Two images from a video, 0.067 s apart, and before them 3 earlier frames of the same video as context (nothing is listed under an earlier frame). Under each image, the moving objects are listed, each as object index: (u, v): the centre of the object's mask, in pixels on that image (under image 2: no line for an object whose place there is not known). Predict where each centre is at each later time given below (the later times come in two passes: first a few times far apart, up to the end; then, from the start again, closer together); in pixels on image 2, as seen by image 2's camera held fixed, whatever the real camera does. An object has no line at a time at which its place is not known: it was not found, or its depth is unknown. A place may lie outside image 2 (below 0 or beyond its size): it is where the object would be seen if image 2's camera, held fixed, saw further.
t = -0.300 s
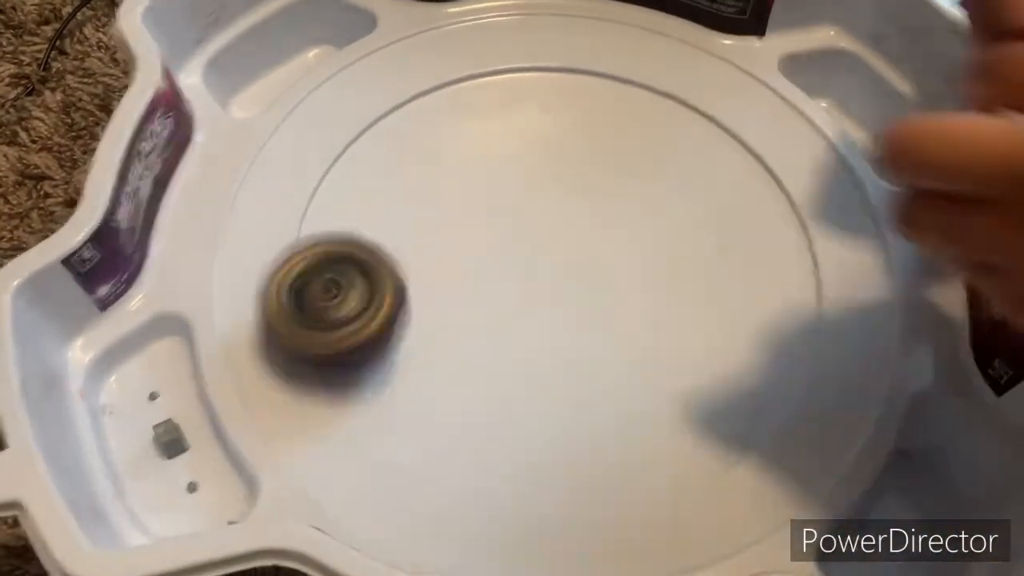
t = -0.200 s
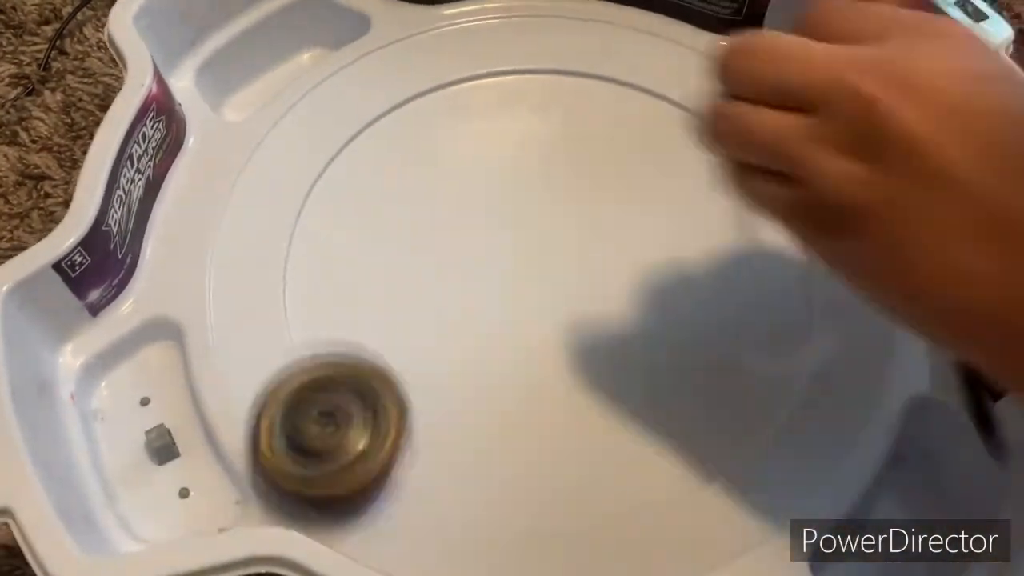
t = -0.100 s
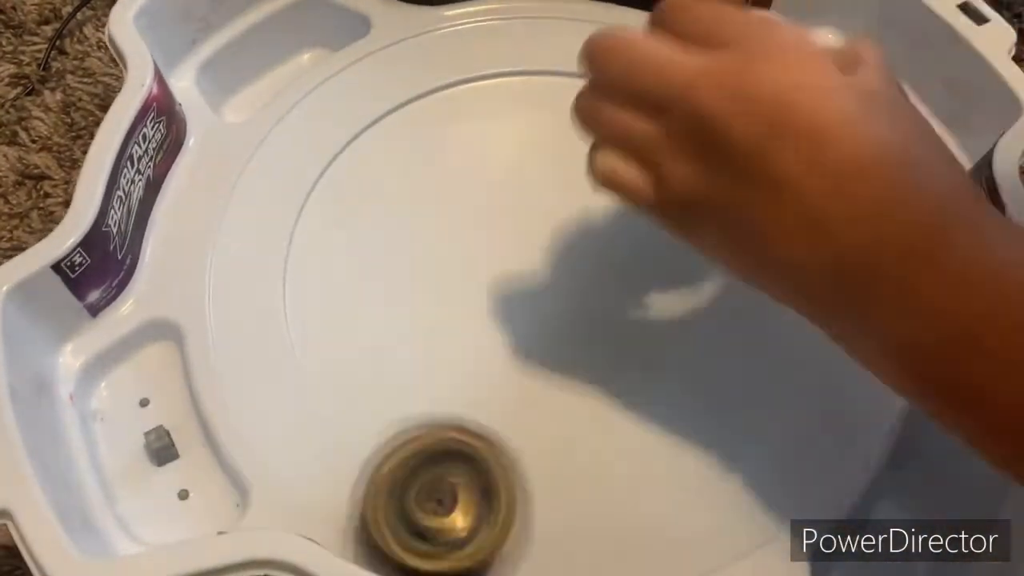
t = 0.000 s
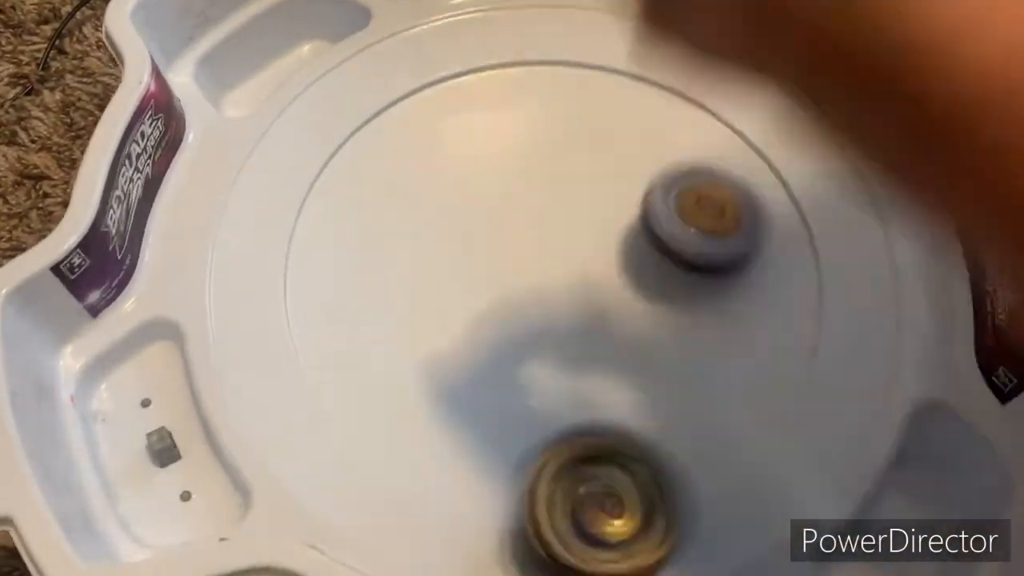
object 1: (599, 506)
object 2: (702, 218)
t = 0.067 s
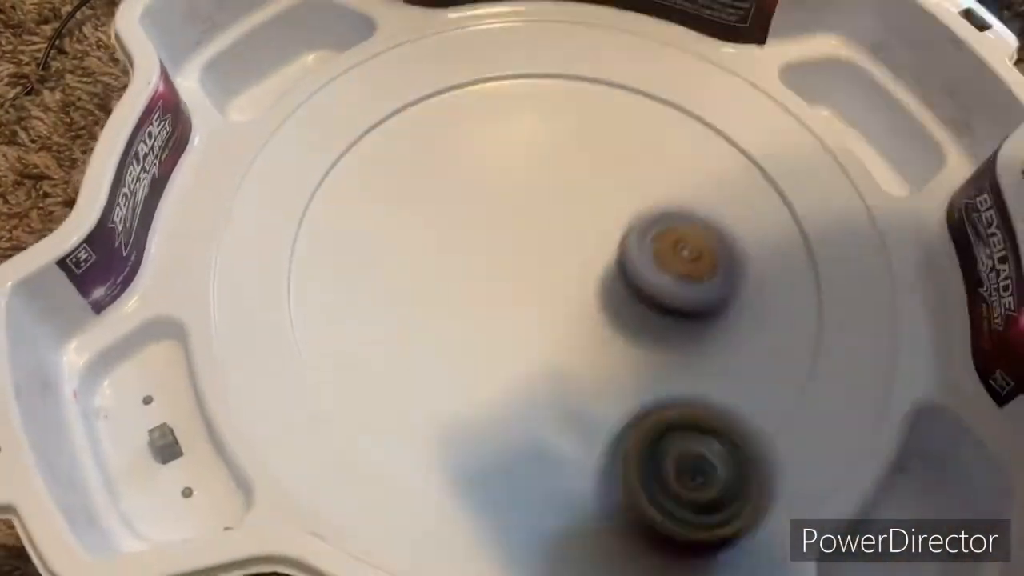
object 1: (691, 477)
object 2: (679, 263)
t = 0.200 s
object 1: (783, 331)
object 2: (602, 349)
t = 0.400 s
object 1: (638, 112)
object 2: (440, 438)
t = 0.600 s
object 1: (388, 180)
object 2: (361, 328)
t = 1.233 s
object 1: (498, 271)
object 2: (660, 248)
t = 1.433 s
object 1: (540, 294)
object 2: (769, 154)
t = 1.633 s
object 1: (609, 291)
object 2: (726, 237)
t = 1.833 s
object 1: (567, 313)
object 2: (710, 318)
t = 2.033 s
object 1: (472, 325)
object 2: (661, 385)
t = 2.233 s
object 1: (412, 314)
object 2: (544, 400)
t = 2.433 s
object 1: (311, 257)
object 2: (612, 330)
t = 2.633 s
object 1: (404, 273)
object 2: (687, 282)
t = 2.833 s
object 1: (504, 284)
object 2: (732, 303)
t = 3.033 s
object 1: (529, 234)
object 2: (724, 333)
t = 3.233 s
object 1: (497, 216)
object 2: (628, 281)
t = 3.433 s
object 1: (423, 225)
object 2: (632, 175)
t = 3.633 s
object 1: (420, 251)
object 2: (653, 124)
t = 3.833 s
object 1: (474, 272)
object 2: (650, 138)
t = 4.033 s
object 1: (561, 289)
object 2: (574, 174)
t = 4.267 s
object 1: (660, 315)
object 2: (499, 125)
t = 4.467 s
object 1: (686, 302)
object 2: (497, 143)
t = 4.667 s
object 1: (656, 287)
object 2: (472, 227)
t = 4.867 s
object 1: (578, 261)
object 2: (420, 294)
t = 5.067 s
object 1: (495, 247)
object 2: (378, 310)
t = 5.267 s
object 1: (465, 225)
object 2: (397, 327)
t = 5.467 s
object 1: (471, 207)
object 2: (500, 350)
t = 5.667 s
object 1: (507, 214)
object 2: (601, 374)
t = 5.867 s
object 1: (569, 235)
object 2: (662, 385)
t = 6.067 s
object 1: (621, 254)
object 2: (676, 377)
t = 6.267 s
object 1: (618, 247)
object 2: (663, 362)
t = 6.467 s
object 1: (580, 237)
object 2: (643, 344)
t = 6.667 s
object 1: (444, 181)
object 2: (690, 357)
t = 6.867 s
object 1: (363, 205)
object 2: (647, 328)
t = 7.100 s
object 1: (386, 269)
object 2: (610, 240)
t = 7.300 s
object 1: (506, 311)
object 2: (605, 178)
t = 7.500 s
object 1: (638, 288)
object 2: (604, 161)
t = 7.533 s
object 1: (656, 277)
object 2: (601, 166)
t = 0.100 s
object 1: (726, 452)
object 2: (663, 281)
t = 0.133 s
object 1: (750, 420)
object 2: (643, 304)
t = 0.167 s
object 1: (771, 375)
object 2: (622, 329)
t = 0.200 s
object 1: (783, 331)
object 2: (602, 349)
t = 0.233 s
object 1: (778, 281)
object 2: (577, 375)
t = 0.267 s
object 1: (766, 238)
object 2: (552, 396)
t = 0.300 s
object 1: (744, 197)
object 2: (528, 412)
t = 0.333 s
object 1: (711, 168)
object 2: (501, 424)
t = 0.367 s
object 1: (678, 138)
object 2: (469, 437)
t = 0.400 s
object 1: (638, 112)
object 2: (440, 438)
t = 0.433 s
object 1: (597, 93)
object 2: (411, 435)
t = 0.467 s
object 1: (554, 79)
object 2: (389, 422)
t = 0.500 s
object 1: (511, 87)
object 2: (376, 407)
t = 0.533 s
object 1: (467, 114)
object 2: (366, 381)
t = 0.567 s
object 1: (426, 146)
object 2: (361, 356)
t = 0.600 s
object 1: (388, 180)
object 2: (361, 328)
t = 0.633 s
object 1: (363, 183)
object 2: (377, 330)
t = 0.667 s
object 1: (326, 162)
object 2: (404, 368)
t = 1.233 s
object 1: (498, 271)
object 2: (660, 248)
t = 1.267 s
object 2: (690, 224)
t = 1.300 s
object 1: (497, 281)
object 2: (714, 200)
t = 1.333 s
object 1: (503, 285)
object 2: (737, 181)
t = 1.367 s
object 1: (515, 288)
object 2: (752, 165)
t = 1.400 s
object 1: (528, 293)
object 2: (763, 158)
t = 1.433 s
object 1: (540, 294)
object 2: (769, 154)
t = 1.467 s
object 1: (554, 295)
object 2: (773, 155)
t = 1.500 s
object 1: (566, 296)
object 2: (774, 161)
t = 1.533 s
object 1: (579, 295)
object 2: (770, 173)
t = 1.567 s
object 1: (591, 295)
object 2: (762, 189)
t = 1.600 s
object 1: (600, 293)
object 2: (747, 210)
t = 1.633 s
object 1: (609, 291)
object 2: (726, 237)
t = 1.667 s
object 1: (599, 296)
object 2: (727, 245)
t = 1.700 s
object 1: (586, 303)
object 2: (732, 256)
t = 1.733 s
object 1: (576, 306)
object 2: (732, 269)
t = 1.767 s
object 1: (571, 306)
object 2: (728, 284)
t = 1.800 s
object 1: (571, 310)
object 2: (719, 301)
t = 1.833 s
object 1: (567, 313)
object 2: (710, 318)
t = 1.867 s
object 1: (547, 310)
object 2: (713, 330)
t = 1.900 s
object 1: (529, 317)
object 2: (713, 341)
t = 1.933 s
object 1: (513, 321)
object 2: (708, 353)
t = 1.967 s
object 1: (498, 323)
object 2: (697, 364)
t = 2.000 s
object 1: (485, 324)
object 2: (681, 375)
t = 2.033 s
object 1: (472, 325)
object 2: (661, 385)
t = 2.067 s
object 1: (462, 326)
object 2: (638, 394)
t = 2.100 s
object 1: (453, 326)
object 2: (614, 401)
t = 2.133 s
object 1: (447, 325)
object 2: (590, 407)
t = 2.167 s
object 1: (443, 317)
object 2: (565, 410)
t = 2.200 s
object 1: (432, 324)
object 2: (543, 407)
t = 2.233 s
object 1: (412, 314)
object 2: (544, 400)
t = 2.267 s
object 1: (378, 305)
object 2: (558, 393)
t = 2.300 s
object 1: (349, 290)
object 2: (570, 381)
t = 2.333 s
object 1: (324, 277)
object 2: (579, 369)
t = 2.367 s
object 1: (309, 266)
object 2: (590, 356)
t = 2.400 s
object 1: (305, 260)
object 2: (600, 343)
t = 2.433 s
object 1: (311, 257)
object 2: (612, 330)
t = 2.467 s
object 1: (325, 256)
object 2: (624, 318)
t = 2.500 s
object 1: (342, 257)
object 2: (638, 308)
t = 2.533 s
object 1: (358, 257)
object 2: (651, 299)
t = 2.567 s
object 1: (377, 263)
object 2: (663, 291)
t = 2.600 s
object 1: (392, 265)
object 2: (675, 286)
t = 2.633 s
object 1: (404, 273)
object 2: (687, 282)
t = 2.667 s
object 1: (416, 277)
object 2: (698, 280)
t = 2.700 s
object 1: (433, 281)
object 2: (709, 282)
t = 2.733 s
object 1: (449, 283)
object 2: (717, 283)
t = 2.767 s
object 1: (465, 283)
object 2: (725, 287)
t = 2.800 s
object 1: (484, 283)
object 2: (730, 294)
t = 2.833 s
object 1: (504, 284)
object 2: (732, 303)
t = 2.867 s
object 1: (525, 282)
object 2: (729, 311)
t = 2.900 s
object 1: (544, 279)
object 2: (721, 320)
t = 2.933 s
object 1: (561, 273)
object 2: (706, 324)
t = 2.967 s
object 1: (563, 260)
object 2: (707, 328)
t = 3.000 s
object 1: (545, 246)
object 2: (721, 332)
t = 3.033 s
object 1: (529, 234)
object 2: (724, 333)
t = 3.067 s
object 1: (521, 230)
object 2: (718, 331)
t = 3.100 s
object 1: (513, 225)
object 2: (702, 328)
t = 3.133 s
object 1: (509, 220)
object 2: (684, 321)
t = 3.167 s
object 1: (506, 215)
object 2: (664, 311)
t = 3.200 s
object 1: (501, 214)
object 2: (644, 298)
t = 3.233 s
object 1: (497, 216)
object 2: (628, 281)
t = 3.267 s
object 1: (491, 214)
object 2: (615, 264)
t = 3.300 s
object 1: (471, 214)
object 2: (620, 243)
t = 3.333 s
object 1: (454, 214)
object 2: (623, 223)
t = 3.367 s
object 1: (441, 217)
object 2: (626, 205)
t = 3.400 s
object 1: (431, 222)
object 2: (628, 189)
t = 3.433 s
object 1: (423, 225)
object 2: (632, 175)
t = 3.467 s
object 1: (417, 230)
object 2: (634, 163)
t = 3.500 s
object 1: (417, 228)
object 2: (638, 152)
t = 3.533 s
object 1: (415, 233)
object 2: (643, 142)
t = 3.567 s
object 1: (415, 241)
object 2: (647, 133)
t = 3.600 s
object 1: (417, 246)
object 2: (650, 127)
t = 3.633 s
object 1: (420, 251)
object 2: (653, 124)
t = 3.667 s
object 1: (426, 253)
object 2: (655, 123)
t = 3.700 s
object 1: (432, 257)
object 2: (657, 123)
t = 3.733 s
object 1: (441, 263)
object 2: (657, 123)
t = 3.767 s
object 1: (451, 266)
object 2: (657, 127)
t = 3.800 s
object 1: (463, 267)
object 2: (655, 131)
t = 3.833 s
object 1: (474, 272)
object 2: (650, 138)
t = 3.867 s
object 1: (488, 275)
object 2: (644, 146)
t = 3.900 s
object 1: (502, 278)
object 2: (633, 155)
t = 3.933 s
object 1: (519, 278)
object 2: (622, 164)
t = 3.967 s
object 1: (534, 279)
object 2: (608, 170)
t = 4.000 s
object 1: (548, 279)
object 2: (591, 177)
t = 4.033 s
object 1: (561, 289)
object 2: (574, 174)
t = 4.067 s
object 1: (576, 301)
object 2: (558, 165)
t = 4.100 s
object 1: (593, 305)
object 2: (543, 157)
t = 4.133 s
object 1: (609, 309)
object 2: (532, 149)
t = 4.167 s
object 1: (623, 311)
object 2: (518, 144)
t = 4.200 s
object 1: (636, 314)
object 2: (511, 135)
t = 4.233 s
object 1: (649, 316)
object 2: (504, 130)
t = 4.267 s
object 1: (660, 315)
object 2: (499, 125)
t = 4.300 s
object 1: (667, 314)
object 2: (495, 122)
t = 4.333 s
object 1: (676, 312)
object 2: (494, 121)
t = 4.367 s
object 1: (680, 312)
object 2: (494, 123)
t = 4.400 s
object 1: (685, 311)
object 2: (494, 128)
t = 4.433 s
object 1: (686, 307)
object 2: (497, 136)
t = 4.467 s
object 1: (686, 302)
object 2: (497, 143)
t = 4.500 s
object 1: (684, 303)
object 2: (496, 155)
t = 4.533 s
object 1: (682, 301)
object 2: (495, 167)
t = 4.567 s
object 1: (678, 297)
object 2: (491, 181)
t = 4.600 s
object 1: (672, 289)
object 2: (485, 198)
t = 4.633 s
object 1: (665, 288)
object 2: (479, 212)
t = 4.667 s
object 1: (656, 287)
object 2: (472, 227)
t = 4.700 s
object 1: (644, 282)
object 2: (463, 244)
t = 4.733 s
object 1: (634, 272)
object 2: (455, 256)
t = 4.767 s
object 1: (622, 273)
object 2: (446, 267)
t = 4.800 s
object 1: (607, 270)
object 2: (436, 280)
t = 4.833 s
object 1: (592, 265)
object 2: (427, 288)
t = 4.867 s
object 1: (578, 261)
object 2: (420, 294)
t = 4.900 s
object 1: (563, 254)
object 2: (410, 302)
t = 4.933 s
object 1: (548, 257)
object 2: (402, 306)
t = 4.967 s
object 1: (535, 254)
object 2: (393, 311)
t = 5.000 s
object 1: (518, 252)
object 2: (387, 310)
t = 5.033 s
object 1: (506, 245)
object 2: (382, 311)
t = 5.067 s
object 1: (495, 247)
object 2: (378, 310)
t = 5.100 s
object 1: (489, 242)
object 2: (374, 314)
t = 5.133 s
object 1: (481, 237)
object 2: (373, 315)
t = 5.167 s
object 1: (476, 231)
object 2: (375, 320)
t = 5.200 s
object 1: (473, 226)
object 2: (380, 324)
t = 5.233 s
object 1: (468, 224)
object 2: (388, 327)
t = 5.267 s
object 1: (465, 225)
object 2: (397, 327)
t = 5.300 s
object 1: (464, 218)
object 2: (409, 329)
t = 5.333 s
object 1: (465, 215)
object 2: (423, 332)
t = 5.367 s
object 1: (465, 212)
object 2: (440, 335)
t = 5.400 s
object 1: (465, 211)
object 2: (460, 339)
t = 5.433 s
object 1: (468, 209)
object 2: (480, 345)
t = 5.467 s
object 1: (471, 207)
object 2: (500, 350)
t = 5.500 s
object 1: (476, 206)
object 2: (518, 355)
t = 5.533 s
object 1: (480, 206)
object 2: (538, 358)
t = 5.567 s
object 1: (485, 207)
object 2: (555, 361)
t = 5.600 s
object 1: (492, 208)
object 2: (572, 366)
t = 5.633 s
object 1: (499, 211)
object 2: (587, 370)
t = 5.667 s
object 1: (507, 214)
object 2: (601, 374)
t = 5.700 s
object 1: (516, 216)
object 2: (615, 376)
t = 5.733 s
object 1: (526, 219)
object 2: (626, 379)
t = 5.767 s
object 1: (535, 223)
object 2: (637, 381)
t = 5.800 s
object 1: (546, 228)
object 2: (647, 383)
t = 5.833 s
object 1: (557, 232)
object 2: (654, 384)
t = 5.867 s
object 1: (569, 235)
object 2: (662, 385)
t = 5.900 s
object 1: (581, 241)
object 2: (667, 384)
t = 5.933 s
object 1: (591, 247)
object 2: (669, 384)
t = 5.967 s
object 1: (601, 251)
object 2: (671, 382)
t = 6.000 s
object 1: (612, 255)
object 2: (669, 379)
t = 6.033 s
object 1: (621, 258)
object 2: (667, 373)
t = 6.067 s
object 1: (621, 254)
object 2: (676, 377)
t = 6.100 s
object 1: (624, 249)
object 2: (680, 381)
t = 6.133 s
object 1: (624, 249)
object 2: (681, 381)
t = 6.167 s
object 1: (624, 250)
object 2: (679, 379)
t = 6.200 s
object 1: (623, 251)
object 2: (676, 376)
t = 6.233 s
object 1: (621, 248)
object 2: (670, 370)
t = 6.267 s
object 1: (618, 247)
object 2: (663, 362)
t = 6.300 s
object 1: (613, 242)
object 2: (662, 362)
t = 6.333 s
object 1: (607, 244)
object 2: (661, 364)
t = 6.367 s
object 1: (601, 242)
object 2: (660, 363)
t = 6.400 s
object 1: (594, 238)
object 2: (655, 359)
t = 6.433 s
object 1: (588, 235)
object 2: (649, 351)
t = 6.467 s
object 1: (580, 237)
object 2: (643, 344)
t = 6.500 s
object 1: (571, 235)
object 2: (637, 337)
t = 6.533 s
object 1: (547, 221)
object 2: (653, 344)
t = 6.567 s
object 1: (519, 204)
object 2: (669, 349)
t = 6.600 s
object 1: (490, 192)
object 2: (681, 353)
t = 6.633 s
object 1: (466, 185)
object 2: (687, 355)
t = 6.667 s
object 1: (444, 181)
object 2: (690, 357)
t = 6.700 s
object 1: (424, 178)
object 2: (689, 357)
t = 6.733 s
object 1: (409, 181)
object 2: (683, 355)
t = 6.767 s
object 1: (395, 186)
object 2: (676, 351)
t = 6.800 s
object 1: (381, 193)
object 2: (667, 345)
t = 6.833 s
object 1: (371, 198)
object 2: (656, 338)
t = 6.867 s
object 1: (363, 205)
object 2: (647, 328)
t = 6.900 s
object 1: (359, 209)
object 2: (639, 316)
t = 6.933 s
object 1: (355, 221)
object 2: (631, 303)
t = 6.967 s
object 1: (354, 229)
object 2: (625, 290)
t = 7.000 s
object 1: (359, 234)
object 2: (620, 278)
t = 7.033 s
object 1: (365, 244)
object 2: (616, 265)
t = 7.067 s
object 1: (374, 257)
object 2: (612, 252)
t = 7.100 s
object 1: (386, 269)
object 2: (610, 240)
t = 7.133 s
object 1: (402, 278)
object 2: (608, 229)
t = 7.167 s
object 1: (418, 290)
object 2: (606, 218)
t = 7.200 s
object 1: (438, 295)
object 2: (605, 207)
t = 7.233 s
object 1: (459, 304)
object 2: (605, 196)
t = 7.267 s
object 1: (483, 309)
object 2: (603, 187)
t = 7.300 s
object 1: (506, 311)
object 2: (605, 178)
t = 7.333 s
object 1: (530, 311)
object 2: (605, 171)
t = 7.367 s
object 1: (553, 313)
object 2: (606, 164)
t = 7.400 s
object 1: (578, 309)
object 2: (606, 160)
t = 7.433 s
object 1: (598, 305)
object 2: (607, 159)
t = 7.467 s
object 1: (619, 296)
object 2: (605, 159)
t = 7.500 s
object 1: (638, 288)
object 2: (604, 161)
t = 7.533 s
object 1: (656, 277)
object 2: (601, 166)
